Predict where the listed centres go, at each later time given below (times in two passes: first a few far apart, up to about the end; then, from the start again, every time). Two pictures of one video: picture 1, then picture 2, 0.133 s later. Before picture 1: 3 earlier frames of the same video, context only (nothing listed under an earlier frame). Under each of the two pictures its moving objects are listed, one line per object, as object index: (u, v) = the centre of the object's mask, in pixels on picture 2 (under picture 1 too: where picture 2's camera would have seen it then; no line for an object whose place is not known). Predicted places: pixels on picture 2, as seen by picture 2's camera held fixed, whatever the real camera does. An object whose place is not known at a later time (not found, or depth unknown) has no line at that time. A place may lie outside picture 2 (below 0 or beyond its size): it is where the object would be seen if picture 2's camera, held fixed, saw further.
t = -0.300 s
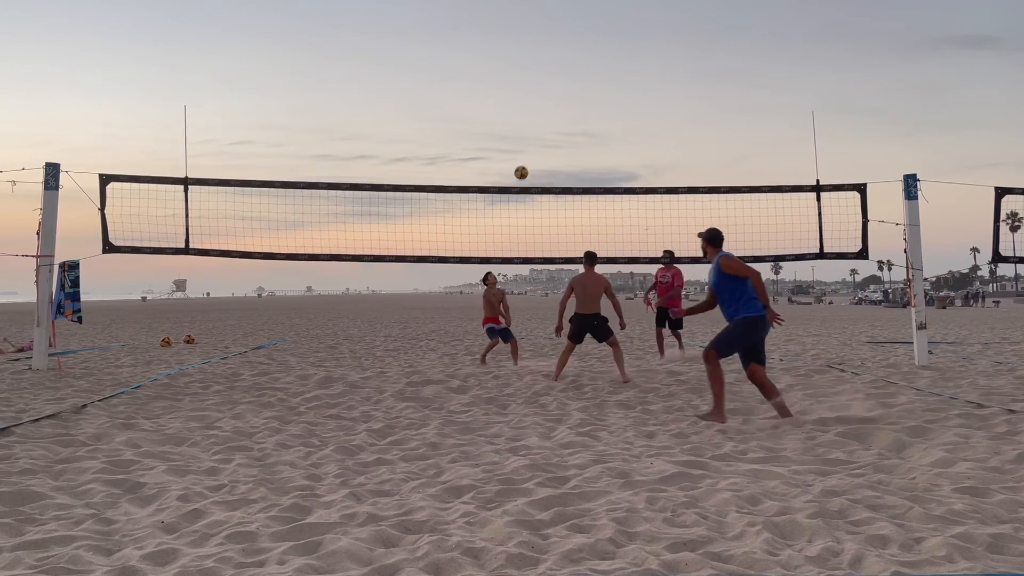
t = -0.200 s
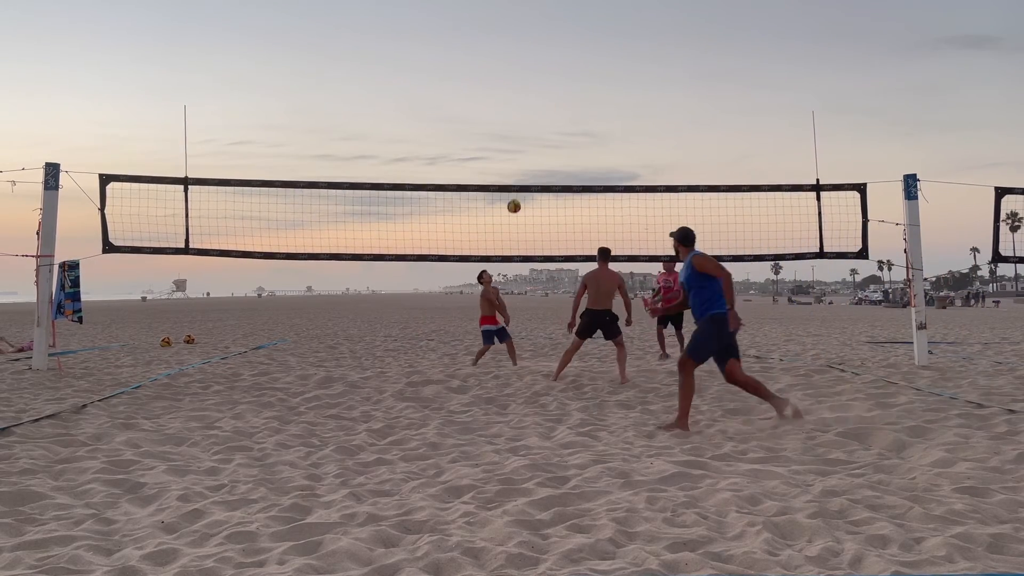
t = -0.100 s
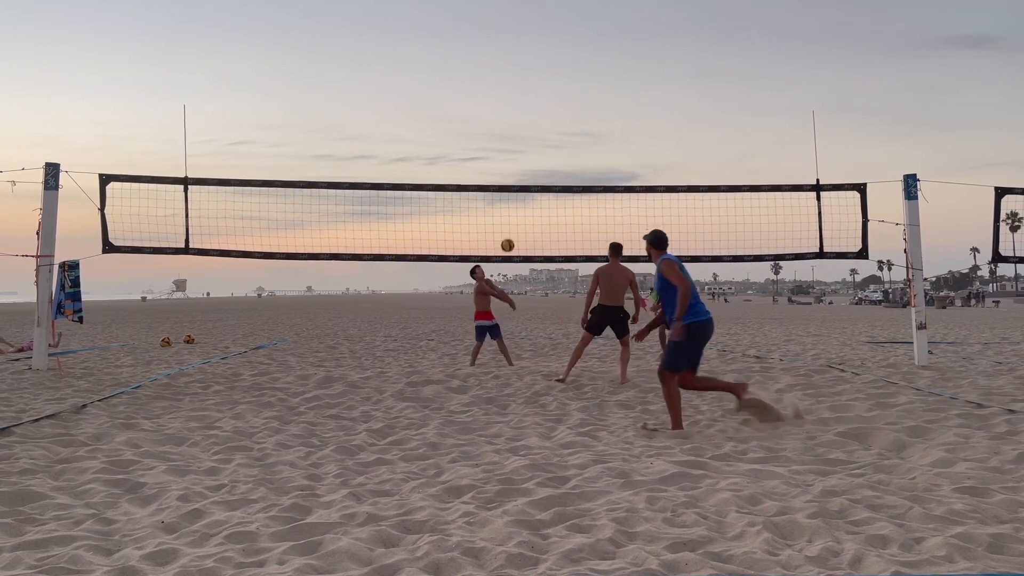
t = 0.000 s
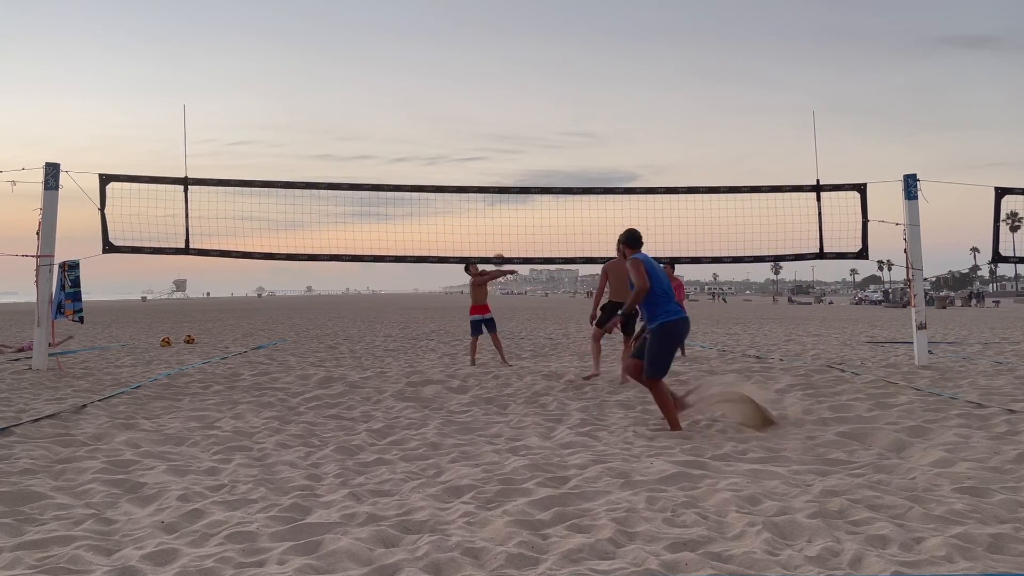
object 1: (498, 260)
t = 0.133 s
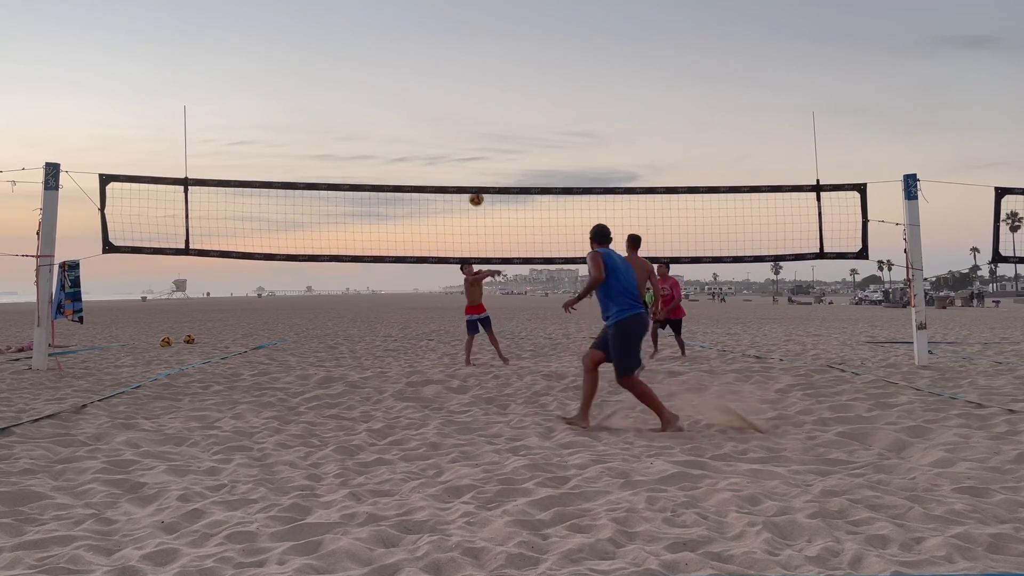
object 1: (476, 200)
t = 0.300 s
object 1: (445, 131)
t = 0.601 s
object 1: (379, 45)
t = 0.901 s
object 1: (298, 23)
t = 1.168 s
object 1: (203, 89)
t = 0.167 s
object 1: (470, 182)
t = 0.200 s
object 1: (464, 170)
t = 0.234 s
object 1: (458, 157)
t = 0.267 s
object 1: (452, 144)
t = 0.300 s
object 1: (445, 131)
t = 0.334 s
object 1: (438, 119)
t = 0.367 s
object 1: (431, 107)
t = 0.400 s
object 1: (424, 96)
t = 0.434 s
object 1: (417, 86)
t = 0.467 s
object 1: (410, 76)
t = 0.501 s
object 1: (403, 68)
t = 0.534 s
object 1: (395, 59)
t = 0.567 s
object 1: (387, 52)
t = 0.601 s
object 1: (379, 45)
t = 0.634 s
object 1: (371, 39)
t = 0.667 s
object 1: (363, 33)
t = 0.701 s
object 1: (354, 29)
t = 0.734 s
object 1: (345, 25)
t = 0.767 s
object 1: (336, 23)
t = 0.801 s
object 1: (327, 21)
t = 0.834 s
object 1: (318, 20)
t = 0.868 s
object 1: (308, 21)
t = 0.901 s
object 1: (298, 23)
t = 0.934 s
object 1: (287, 26)
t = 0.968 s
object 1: (276, 30)
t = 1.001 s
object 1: (265, 36)
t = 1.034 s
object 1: (254, 43)
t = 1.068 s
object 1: (242, 52)
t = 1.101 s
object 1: (229, 63)
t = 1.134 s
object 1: (216, 75)
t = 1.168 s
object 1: (203, 89)
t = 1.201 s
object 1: (189, 106)
